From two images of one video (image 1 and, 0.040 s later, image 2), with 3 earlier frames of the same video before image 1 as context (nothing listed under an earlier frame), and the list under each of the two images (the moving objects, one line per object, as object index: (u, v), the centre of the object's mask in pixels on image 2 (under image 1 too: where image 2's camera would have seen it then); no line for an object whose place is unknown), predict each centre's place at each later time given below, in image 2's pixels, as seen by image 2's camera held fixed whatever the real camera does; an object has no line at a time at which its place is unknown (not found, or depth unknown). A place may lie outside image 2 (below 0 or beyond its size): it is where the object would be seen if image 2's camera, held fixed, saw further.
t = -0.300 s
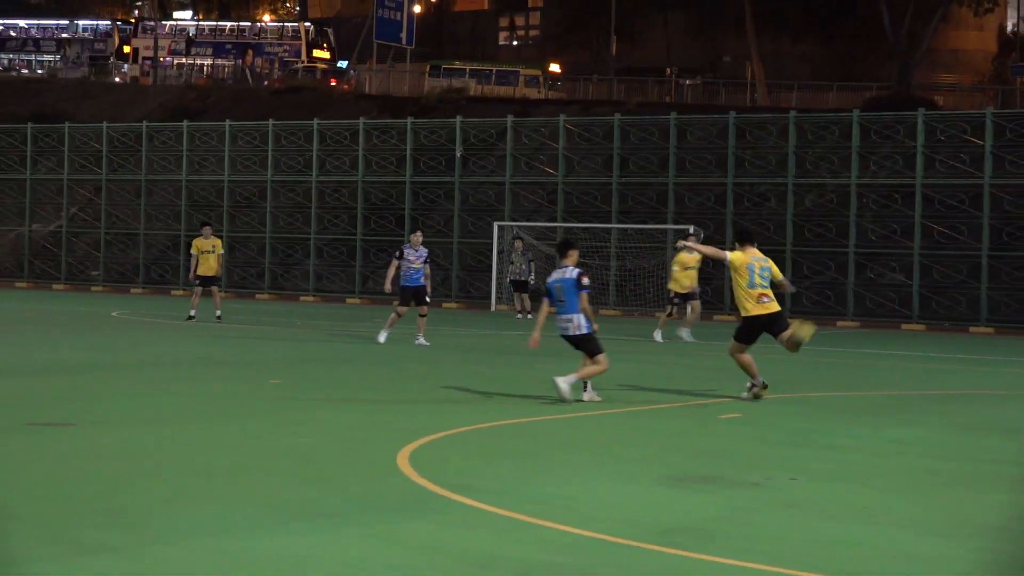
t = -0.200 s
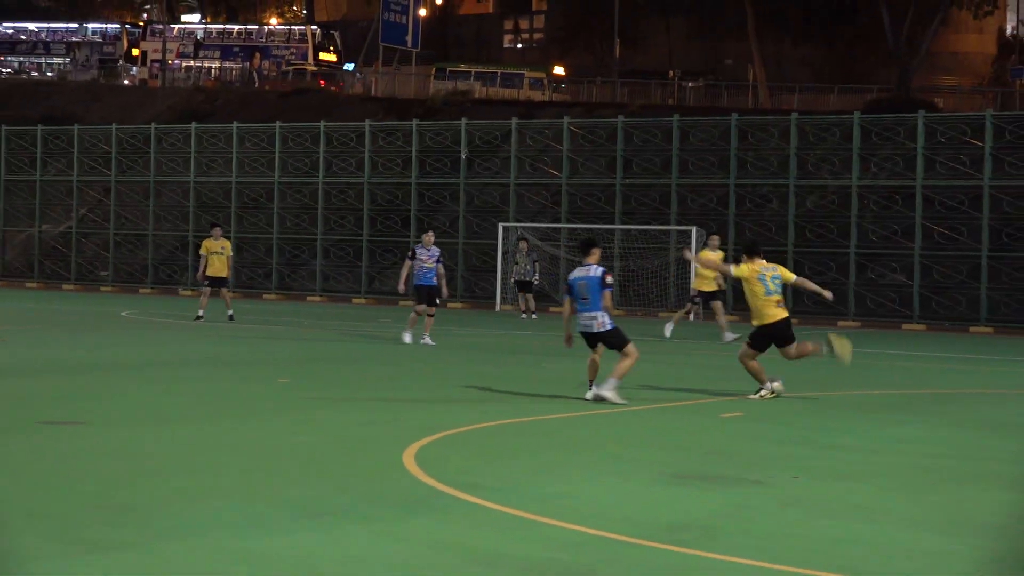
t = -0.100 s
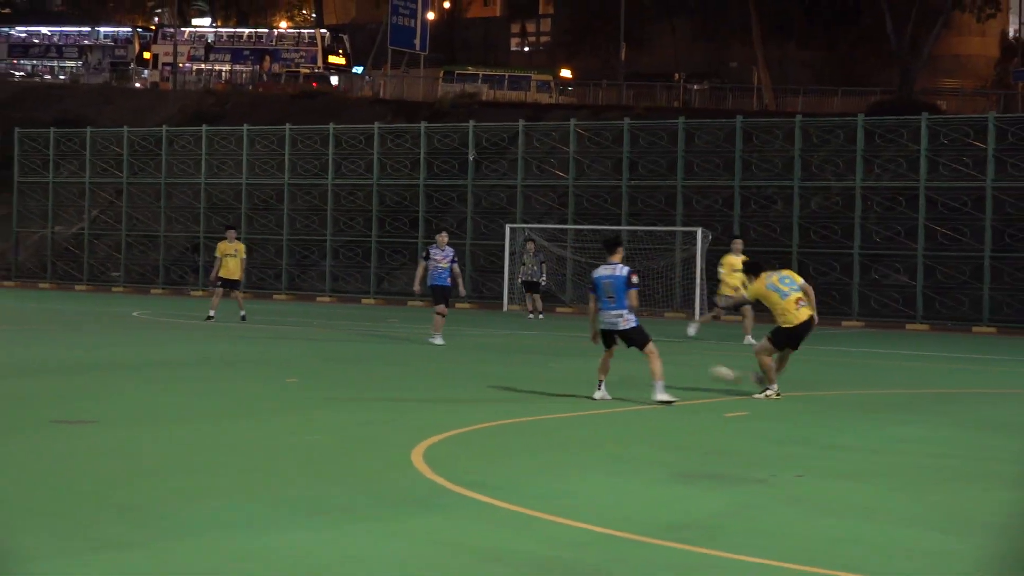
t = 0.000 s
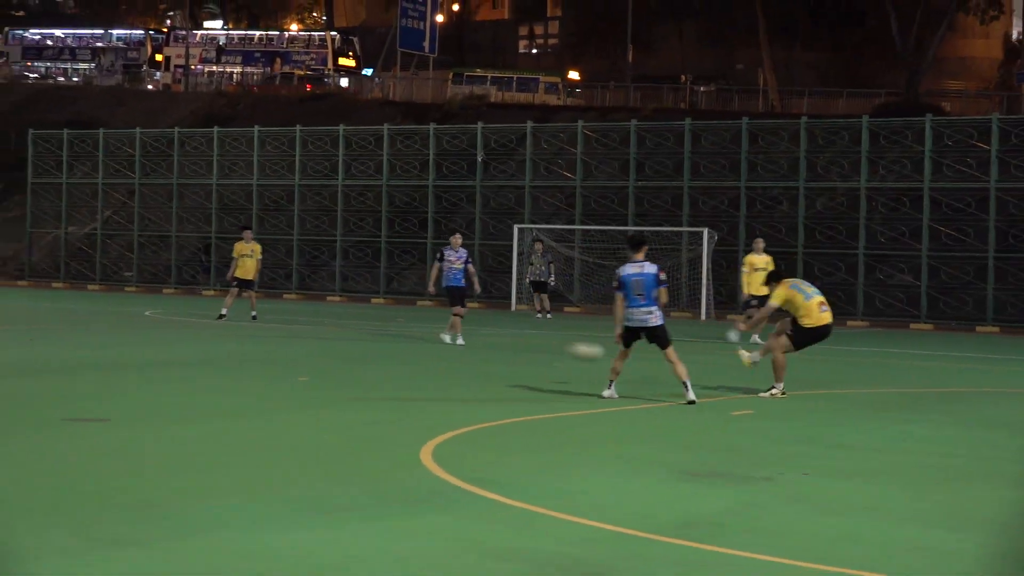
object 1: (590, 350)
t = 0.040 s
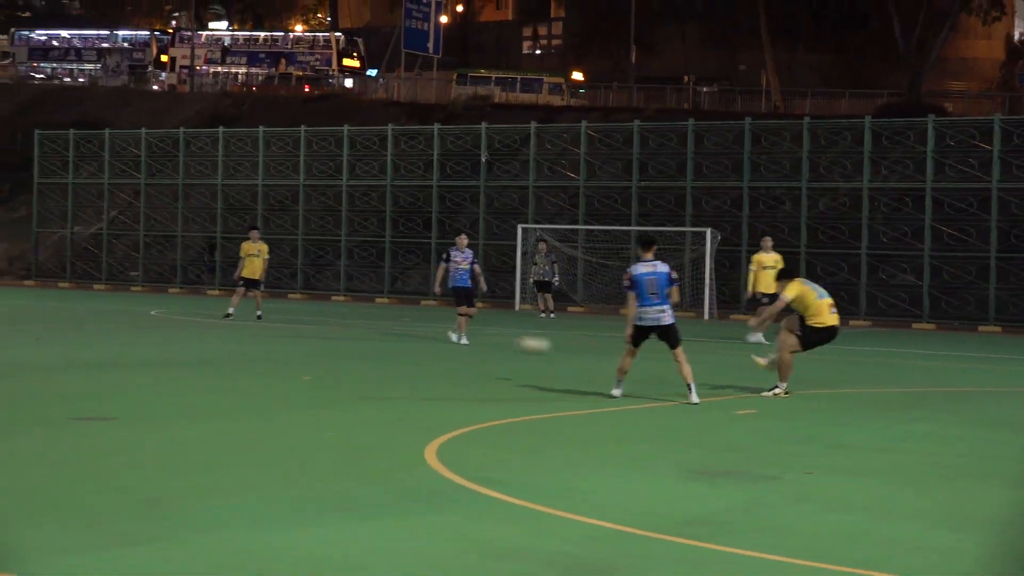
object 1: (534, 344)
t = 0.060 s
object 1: (507, 343)
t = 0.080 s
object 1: (482, 340)
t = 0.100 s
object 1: (449, 338)
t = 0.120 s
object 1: (426, 337)
